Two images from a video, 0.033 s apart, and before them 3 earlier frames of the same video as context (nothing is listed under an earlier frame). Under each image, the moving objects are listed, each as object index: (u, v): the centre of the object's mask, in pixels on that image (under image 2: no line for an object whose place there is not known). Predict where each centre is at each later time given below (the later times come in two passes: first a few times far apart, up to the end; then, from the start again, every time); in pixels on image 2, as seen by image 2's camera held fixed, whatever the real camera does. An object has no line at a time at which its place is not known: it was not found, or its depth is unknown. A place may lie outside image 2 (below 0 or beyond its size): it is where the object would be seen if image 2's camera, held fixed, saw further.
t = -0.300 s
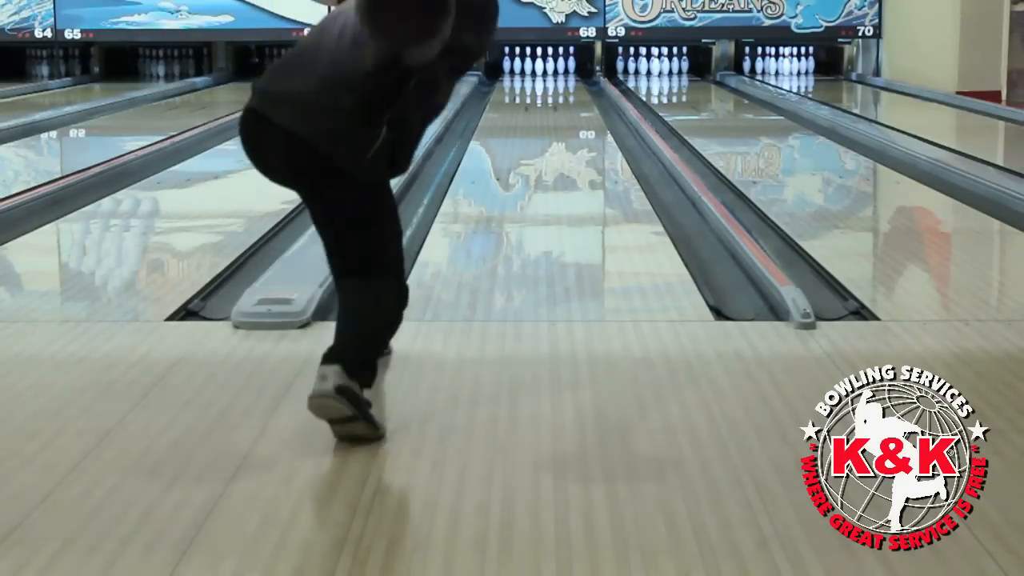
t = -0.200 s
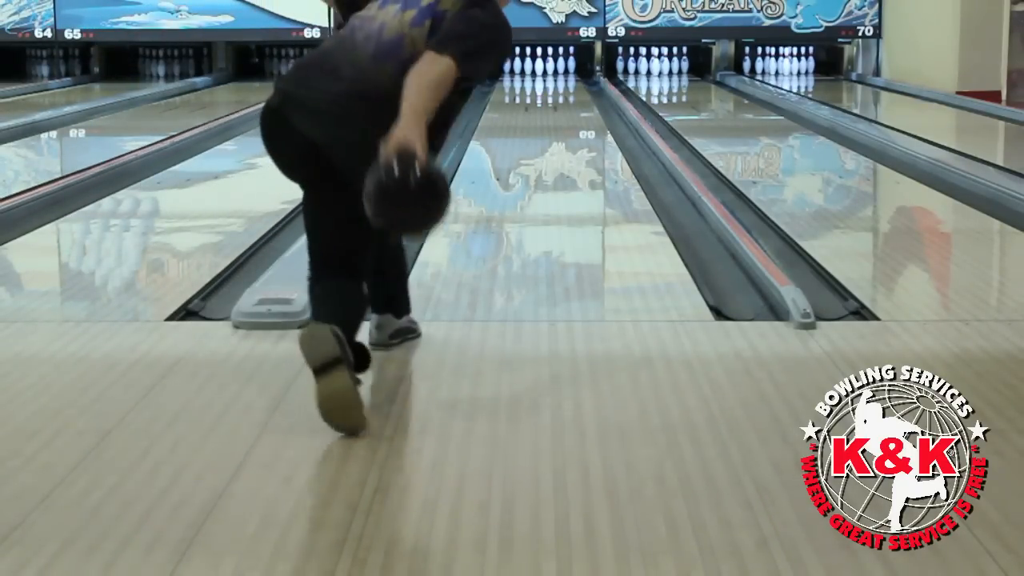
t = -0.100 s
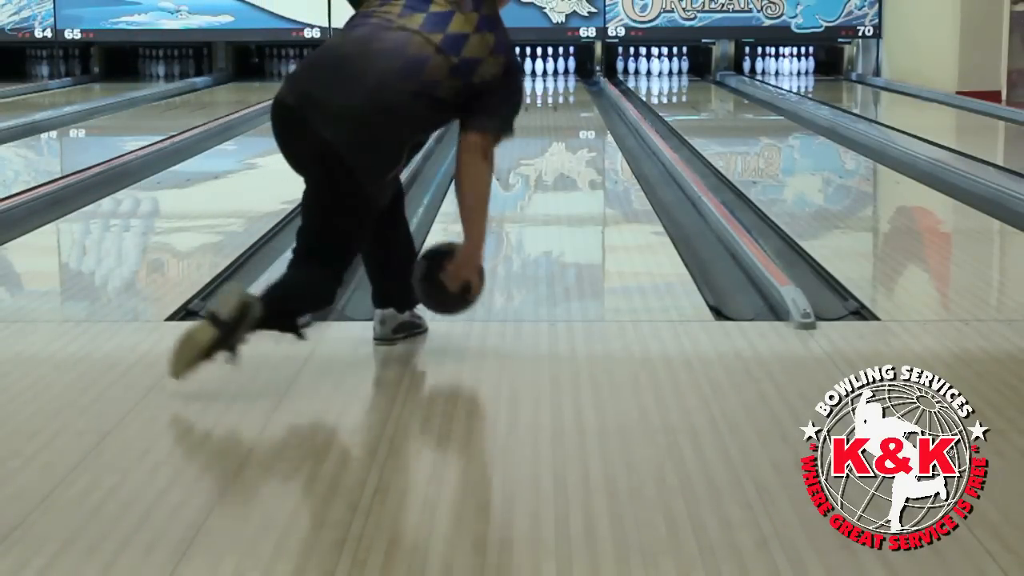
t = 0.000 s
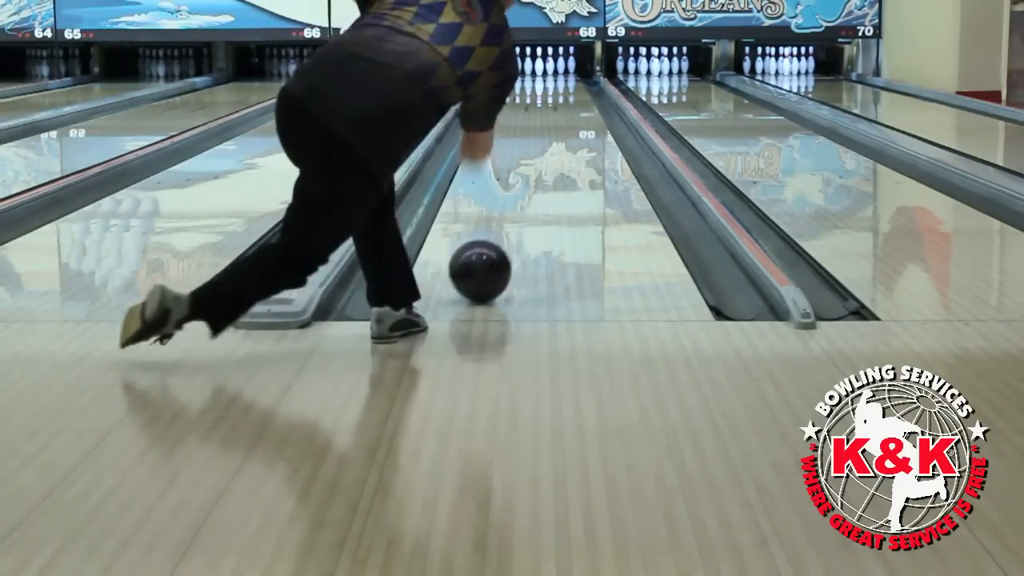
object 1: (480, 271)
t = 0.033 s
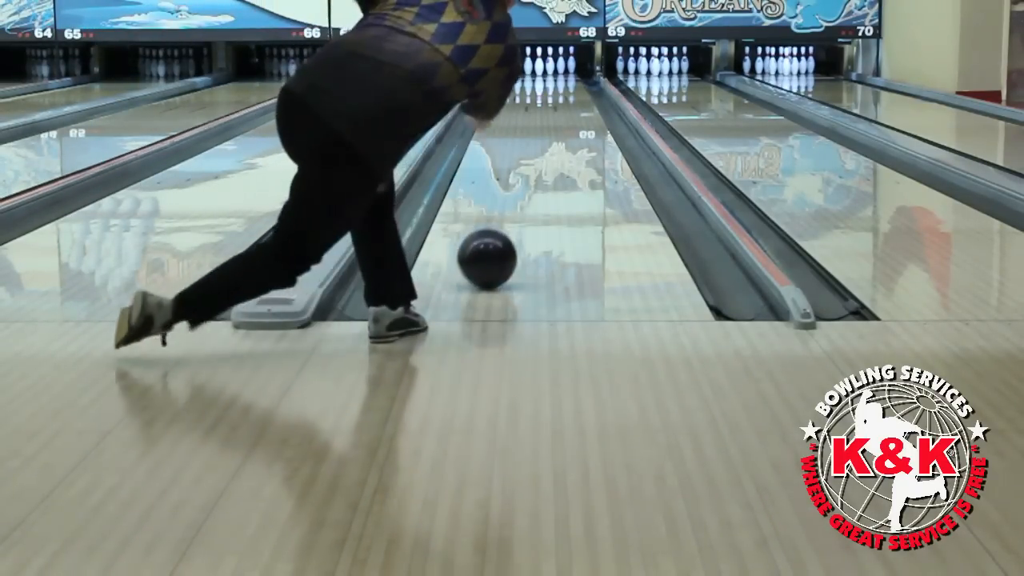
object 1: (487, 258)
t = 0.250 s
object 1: (520, 199)
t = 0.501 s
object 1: (543, 158)
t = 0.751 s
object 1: (556, 131)
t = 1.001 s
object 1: (564, 111)
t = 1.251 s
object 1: (569, 97)
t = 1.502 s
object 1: (571, 87)
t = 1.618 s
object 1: (570, 83)
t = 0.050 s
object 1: (490, 253)
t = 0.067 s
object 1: (493, 247)
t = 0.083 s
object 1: (497, 242)
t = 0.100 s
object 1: (499, 237)
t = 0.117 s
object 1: (502, 232)
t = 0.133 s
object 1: (505, 227)
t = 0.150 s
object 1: (507, 223)
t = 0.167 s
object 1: (510, 218)
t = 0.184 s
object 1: (512, 214)
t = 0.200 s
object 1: (514, 210)
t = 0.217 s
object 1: (516, 207)
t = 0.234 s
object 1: (518, 203)
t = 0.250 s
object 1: (520, 199)
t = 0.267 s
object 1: (522, 196)
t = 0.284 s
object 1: (524, 193)
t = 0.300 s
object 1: (526, 189)
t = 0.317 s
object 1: (528, 186)
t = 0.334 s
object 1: (529, 183)
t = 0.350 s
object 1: (531, 180)
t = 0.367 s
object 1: (532, 178)
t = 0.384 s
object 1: (533, 175)
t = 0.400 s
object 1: (535, 172)
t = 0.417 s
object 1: (536, 170)
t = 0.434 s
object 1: (538, 167)
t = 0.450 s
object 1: (539, 165)
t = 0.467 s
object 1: (540, 162)
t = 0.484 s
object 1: (542, 160)
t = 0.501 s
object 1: (543, 158)
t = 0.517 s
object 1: (544, 156)
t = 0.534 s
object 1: (545, 154)
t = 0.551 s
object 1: (546, 152)
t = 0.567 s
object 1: (547, 149)
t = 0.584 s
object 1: (548, 148)
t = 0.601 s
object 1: (549, 146)
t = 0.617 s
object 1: (550, 144)
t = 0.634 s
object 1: (551, 142)
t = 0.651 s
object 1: (552, 140)
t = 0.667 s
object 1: (552, 139)
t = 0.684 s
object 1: (553, 137)
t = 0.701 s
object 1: (554, 135)
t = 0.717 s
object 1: (555, 134)
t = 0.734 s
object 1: (556, 132)
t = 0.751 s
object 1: (556, 131)
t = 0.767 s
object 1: (557, 129)
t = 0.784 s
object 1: (558, 128)
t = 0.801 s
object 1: (558, 126)
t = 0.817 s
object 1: (559, 125)
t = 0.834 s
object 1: (559, 124)
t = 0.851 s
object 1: (560, 122)
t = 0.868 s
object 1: (561, 121)
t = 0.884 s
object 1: (561, 120)
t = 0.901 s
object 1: (562, 118)
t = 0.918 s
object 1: (562, 117)
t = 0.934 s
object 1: (563, 116)
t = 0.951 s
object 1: (563, 115)
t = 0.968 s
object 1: (563, 114)
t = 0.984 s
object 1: (564, 113)
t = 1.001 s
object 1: (564, 111)
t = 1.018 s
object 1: (565, 111)
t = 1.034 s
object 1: (565, 109)
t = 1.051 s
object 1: (565, 108)
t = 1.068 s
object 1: (566, 107)
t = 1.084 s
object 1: (566, 106)
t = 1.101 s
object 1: (567, 105)
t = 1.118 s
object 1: (567, 104)
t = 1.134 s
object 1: (567, 103)
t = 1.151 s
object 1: (567, 102)
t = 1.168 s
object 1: (568, 101)
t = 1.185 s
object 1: (568, 100)
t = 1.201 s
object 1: (568, 100)
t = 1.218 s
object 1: (568, 99)
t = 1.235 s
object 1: (569, 98)
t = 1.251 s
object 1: (569, 97)
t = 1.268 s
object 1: (569, 97)
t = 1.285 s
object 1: (569, 95)
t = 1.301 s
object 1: (570, 95)
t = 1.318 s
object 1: (570, 94)
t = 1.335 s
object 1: (570, 93)
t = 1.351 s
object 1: (570, 93)
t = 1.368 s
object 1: (570, 92)
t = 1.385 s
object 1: (571, 91)
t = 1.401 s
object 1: (571, 91)
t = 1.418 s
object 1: (571, 90)
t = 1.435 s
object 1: (571, 90)
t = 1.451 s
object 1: (571, 89)
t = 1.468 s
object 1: (571, 88)
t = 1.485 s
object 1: (571, 88)
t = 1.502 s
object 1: (571, 87)
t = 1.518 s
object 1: (571, 86)
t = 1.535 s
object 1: (571, 86)
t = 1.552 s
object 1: (571, 85)
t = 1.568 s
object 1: (570, 85)
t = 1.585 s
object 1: (570, 84)
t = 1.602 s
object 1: (570, 84)
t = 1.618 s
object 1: (570, 83)
